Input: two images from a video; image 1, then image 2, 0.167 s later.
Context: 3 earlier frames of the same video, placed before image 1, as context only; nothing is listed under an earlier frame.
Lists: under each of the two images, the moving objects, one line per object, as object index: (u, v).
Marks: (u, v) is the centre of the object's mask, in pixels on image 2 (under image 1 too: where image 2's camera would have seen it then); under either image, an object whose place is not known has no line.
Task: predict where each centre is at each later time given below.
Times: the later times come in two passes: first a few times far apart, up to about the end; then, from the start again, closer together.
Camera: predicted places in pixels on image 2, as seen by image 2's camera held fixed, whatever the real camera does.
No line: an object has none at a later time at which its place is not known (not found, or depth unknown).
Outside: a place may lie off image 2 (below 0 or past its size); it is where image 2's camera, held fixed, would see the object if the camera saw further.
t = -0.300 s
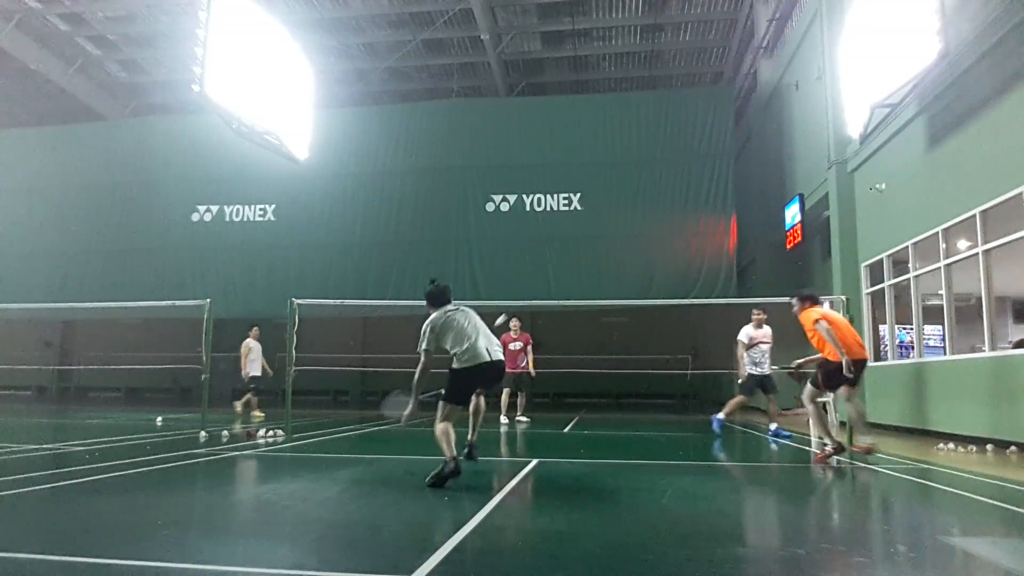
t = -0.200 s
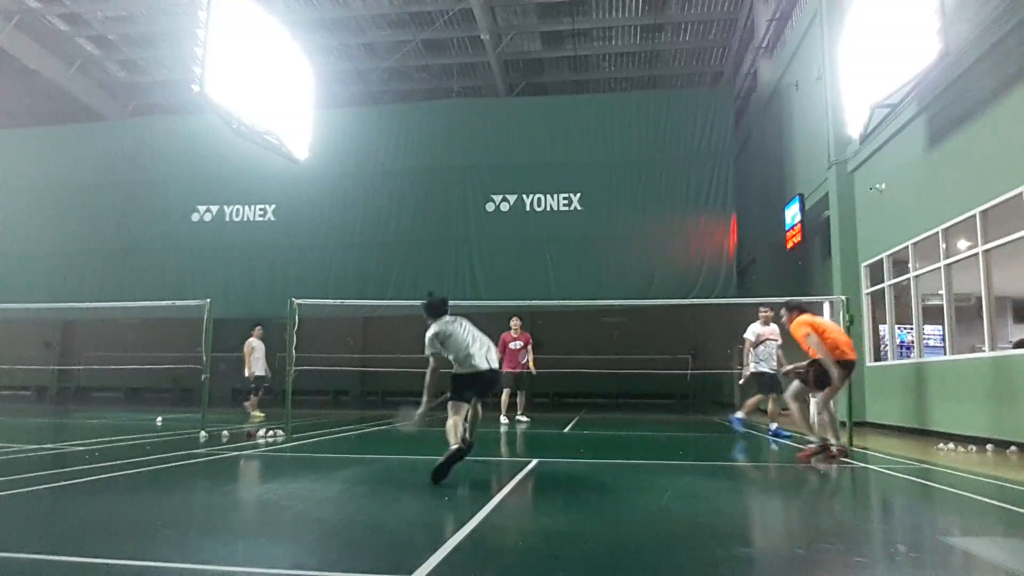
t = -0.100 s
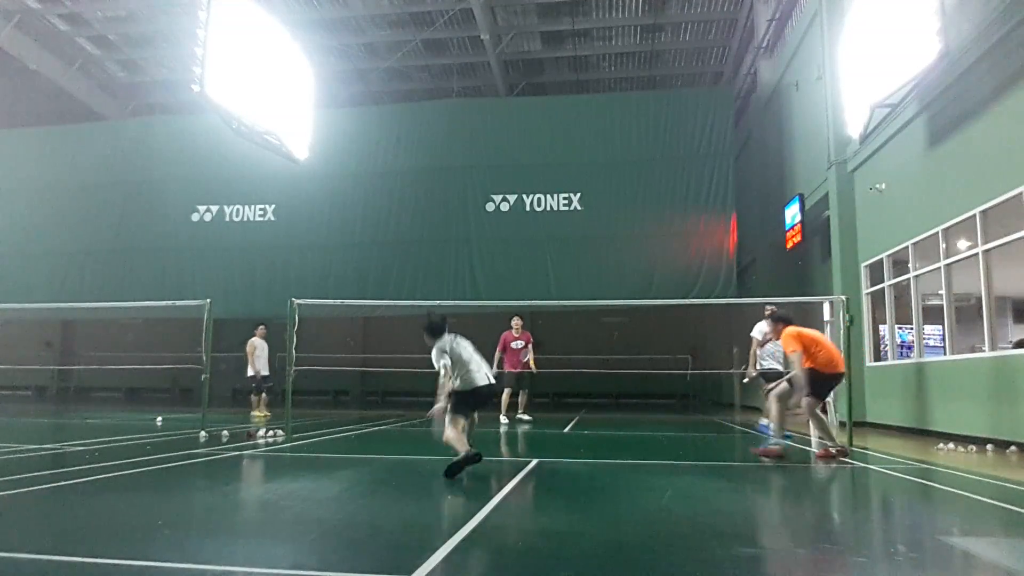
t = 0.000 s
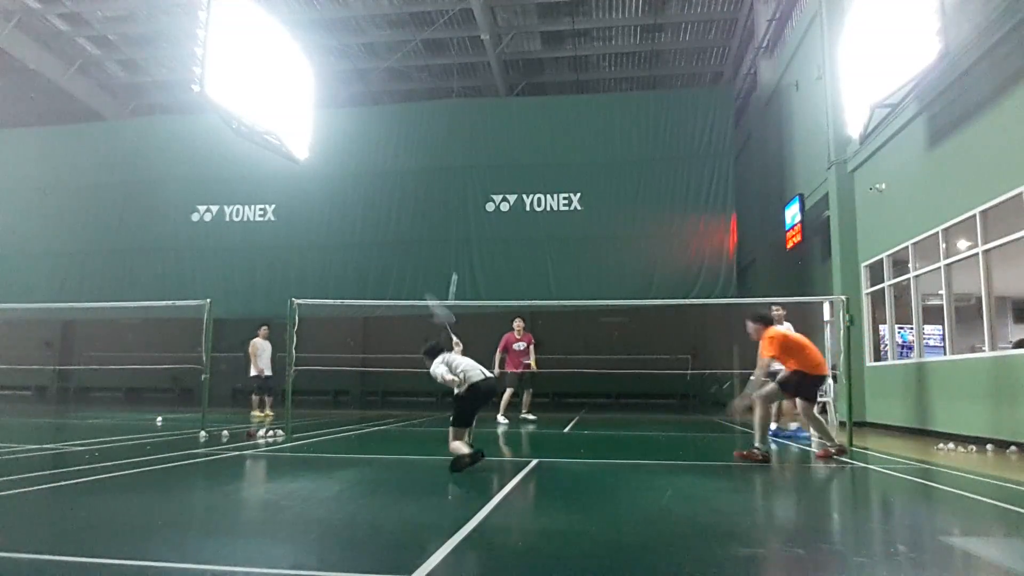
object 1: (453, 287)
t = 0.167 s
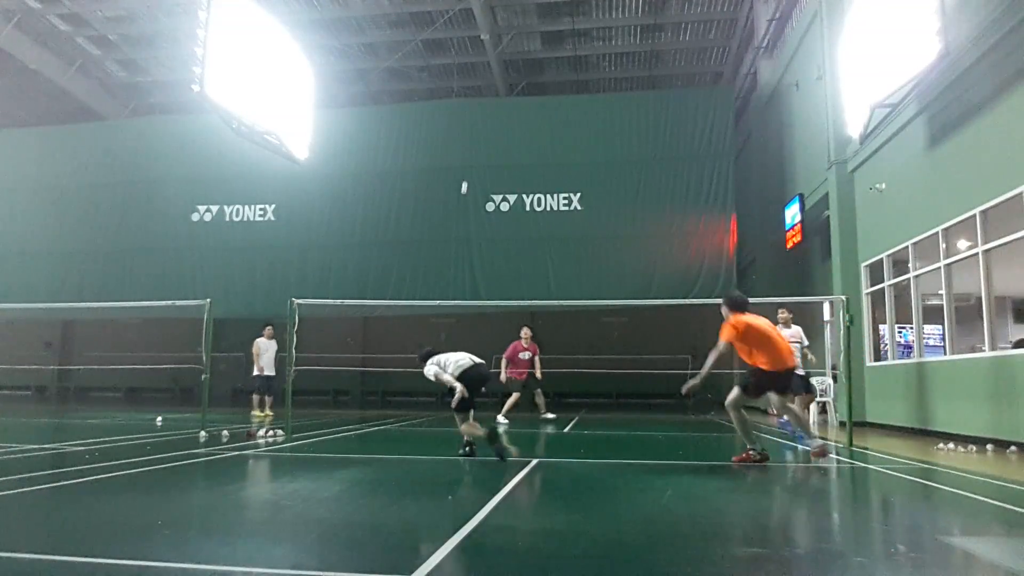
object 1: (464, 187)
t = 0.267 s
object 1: (468, 163)
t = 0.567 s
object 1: (475, 146)
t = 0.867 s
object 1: (481, 176)
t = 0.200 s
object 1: (466, 177)
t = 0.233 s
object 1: (467, 169)
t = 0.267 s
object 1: (468, 163)
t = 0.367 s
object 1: (471, 150)
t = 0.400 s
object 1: (471, 147)
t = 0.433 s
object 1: (472, 145)
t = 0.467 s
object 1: (473, 145)
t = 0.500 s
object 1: (473, 144)
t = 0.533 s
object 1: (474, 145)
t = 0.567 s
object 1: (475, 146)
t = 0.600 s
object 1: (475, 147)
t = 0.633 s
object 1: (476, 149)
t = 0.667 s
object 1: (476, 151)
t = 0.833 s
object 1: (480, 171)
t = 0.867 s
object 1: (481, 176)
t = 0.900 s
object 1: (481, 181)
